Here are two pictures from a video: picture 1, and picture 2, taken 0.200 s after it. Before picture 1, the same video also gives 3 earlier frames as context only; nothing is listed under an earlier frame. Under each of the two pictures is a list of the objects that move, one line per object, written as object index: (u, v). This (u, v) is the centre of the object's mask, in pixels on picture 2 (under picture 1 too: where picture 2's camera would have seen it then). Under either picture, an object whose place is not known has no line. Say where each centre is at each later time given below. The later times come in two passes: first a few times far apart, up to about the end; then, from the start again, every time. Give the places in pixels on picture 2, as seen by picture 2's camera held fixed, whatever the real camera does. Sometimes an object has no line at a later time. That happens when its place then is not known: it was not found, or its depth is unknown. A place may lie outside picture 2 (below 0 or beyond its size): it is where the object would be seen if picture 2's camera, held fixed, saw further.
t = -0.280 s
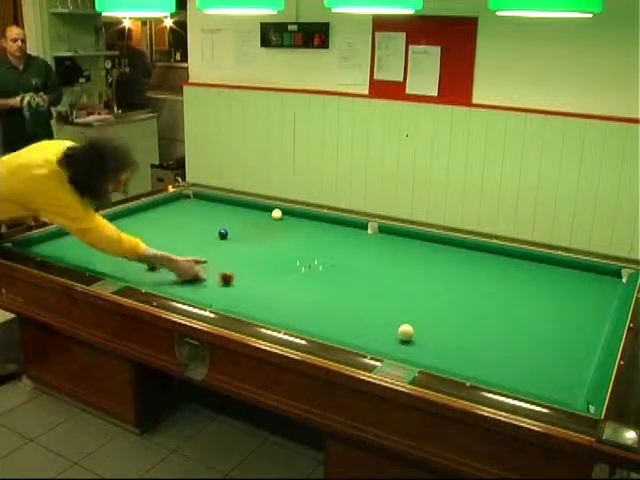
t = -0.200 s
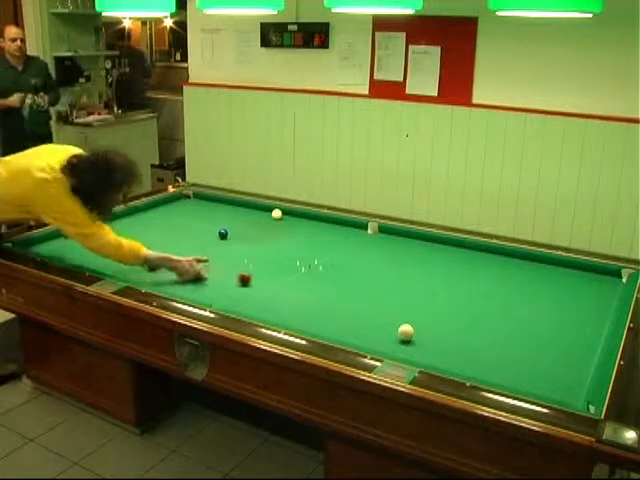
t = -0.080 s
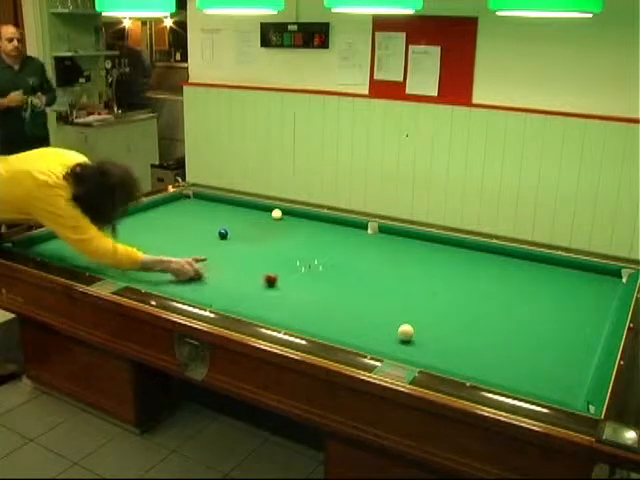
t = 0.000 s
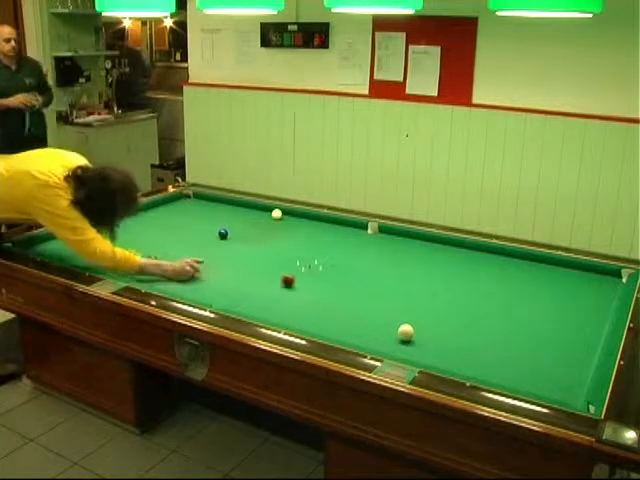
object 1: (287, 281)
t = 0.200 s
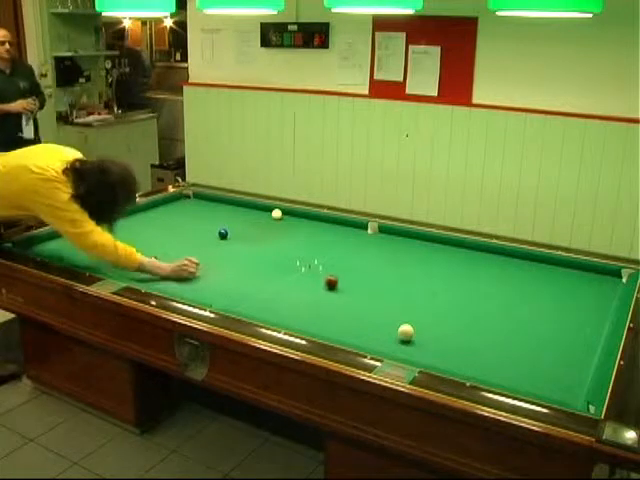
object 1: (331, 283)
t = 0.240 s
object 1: (339, 283)
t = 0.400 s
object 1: (374, 284)
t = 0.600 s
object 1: (417, 287)
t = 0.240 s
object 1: (339, 283)
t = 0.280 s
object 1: (348, 283)
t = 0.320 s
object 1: (357, 284)
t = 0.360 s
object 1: (365, 284)
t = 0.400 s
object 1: (374, 284)
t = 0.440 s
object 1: (383, 285)
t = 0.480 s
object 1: (391, 285)
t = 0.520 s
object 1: (400, 286)
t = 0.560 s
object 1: (408, 286)
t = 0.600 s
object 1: (417, 287)
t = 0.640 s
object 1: (425, 287)
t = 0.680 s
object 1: (433, 287)
